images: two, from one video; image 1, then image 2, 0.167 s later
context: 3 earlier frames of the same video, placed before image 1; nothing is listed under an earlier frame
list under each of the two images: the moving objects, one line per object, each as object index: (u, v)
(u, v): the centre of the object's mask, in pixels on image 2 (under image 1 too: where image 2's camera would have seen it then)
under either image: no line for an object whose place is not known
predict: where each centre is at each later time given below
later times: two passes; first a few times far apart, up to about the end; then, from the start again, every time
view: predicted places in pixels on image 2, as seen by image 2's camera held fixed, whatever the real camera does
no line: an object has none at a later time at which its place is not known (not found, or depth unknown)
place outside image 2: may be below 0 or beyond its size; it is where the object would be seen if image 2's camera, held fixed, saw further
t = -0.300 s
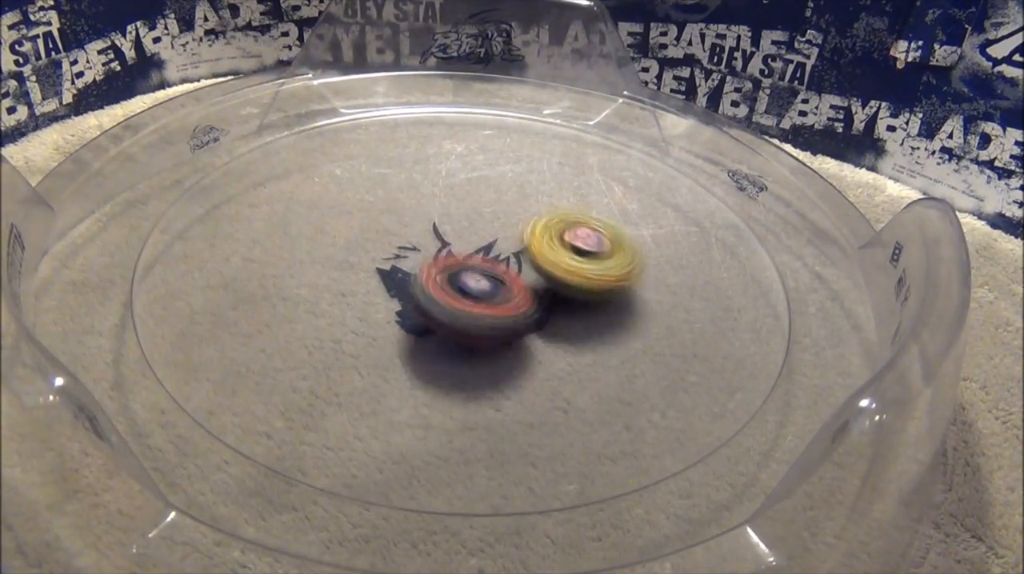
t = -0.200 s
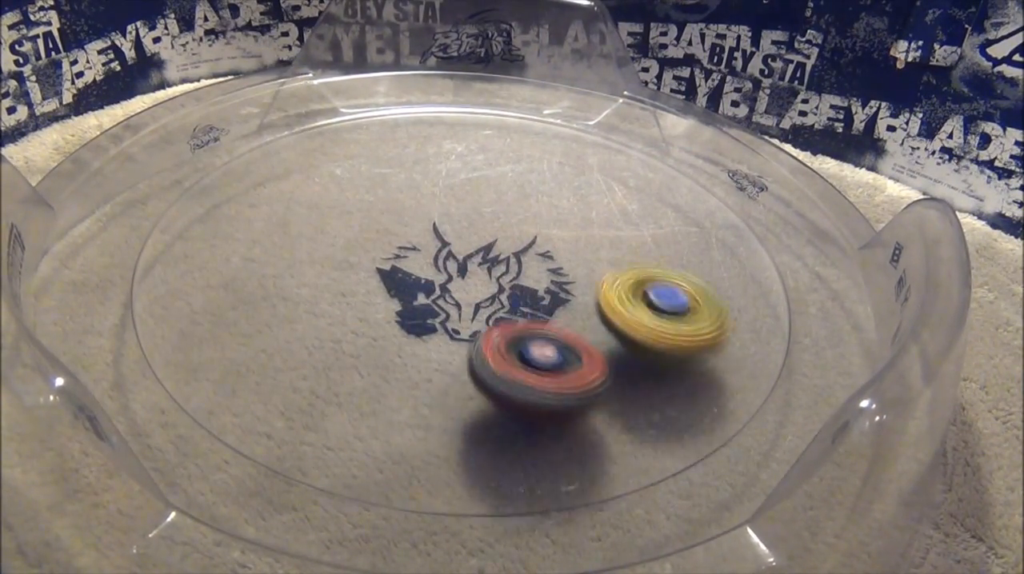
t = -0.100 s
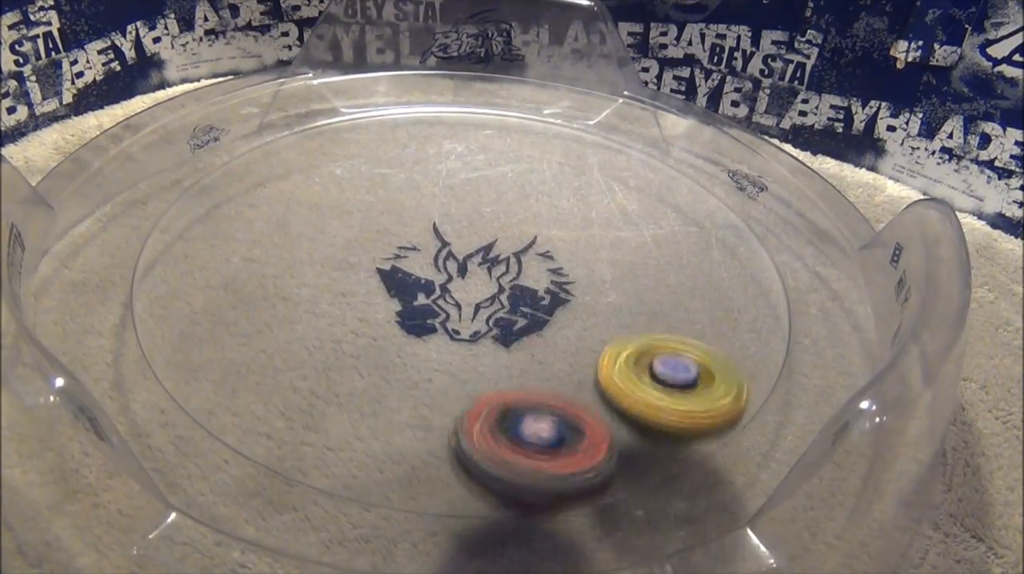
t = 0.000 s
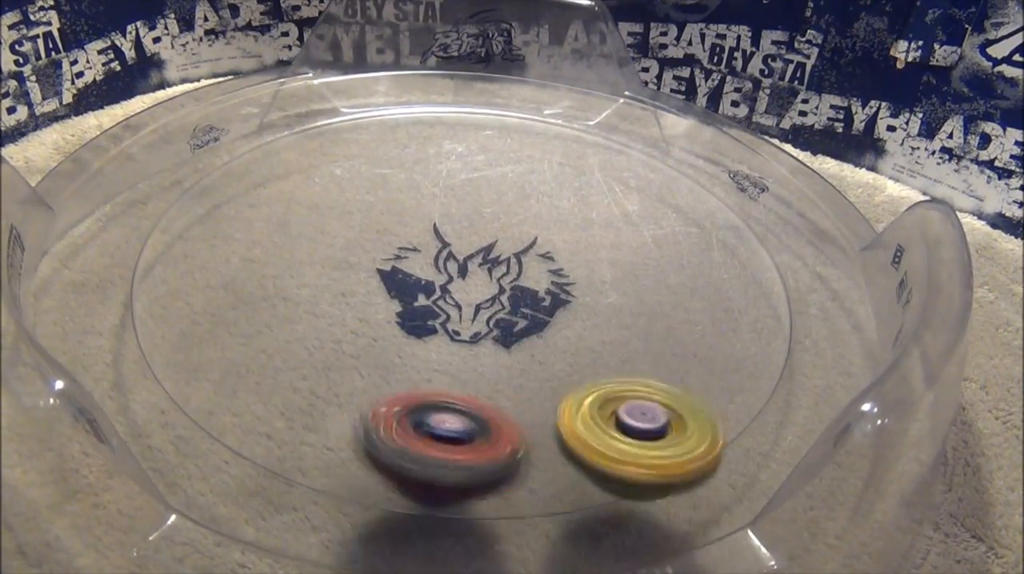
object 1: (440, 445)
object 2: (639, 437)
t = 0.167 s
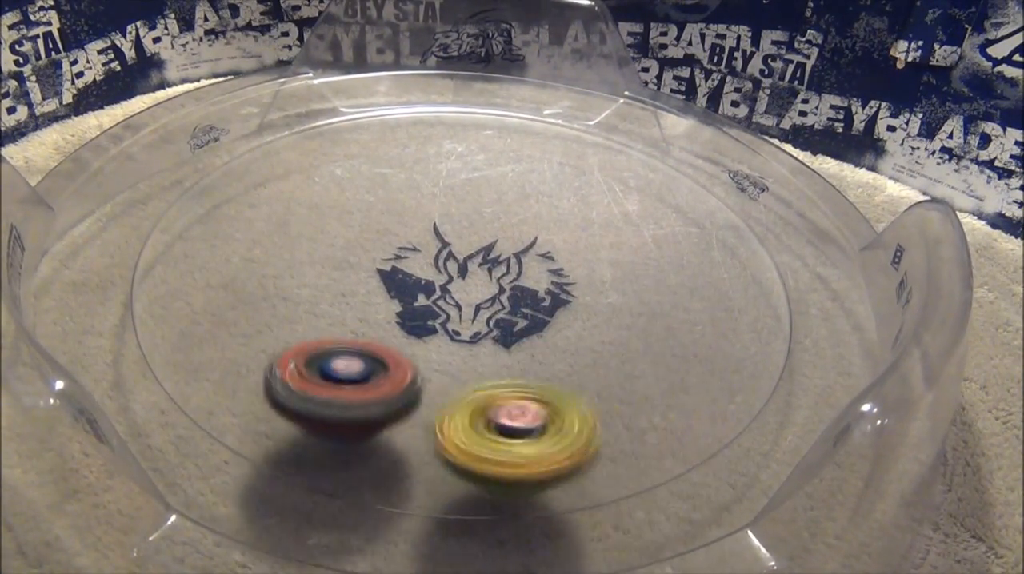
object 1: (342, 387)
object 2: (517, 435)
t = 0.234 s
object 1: (295, 328)
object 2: (524, 425)
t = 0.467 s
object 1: (255, 120)
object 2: (670, 395)
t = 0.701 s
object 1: (370, 119)
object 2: (660, 341)
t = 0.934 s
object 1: (469, 212)
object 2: (590, 251)
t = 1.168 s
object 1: (263, 239)
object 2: (733, 193)
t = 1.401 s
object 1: (311, 256)
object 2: (630, 231)
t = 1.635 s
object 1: (440, 293)
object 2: (445, 187)
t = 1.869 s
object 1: (561, 342)
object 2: (455, 117)
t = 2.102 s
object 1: (599, 340)
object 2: (512, 220)
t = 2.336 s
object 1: (560, 305)
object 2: (317, 316)
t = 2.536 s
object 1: (532, 241)
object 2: (180, 253)
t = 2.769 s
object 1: (493, 180)
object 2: (297, 247)
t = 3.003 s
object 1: (449, 194)
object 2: (507, 280)
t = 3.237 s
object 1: (370, 243)
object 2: (632, 338)
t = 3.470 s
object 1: (309, 297)
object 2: (580, 332)
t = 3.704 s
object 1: (380, 337)
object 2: (519, 306)
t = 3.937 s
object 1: (432, 406)
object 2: (557, 191)
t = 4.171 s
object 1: (509, 351)
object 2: (537, 199)
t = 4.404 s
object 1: (634, 251)
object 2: (484, 231)
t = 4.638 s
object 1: (614, 181)
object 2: (465, 254)
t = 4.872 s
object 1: (483, 177)
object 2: (469, 271)
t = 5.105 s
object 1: (329, 180)
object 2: (485, 284)
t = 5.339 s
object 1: (260, 241)
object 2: (502, 284)
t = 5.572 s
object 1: (339, 350)
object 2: (505, 274)
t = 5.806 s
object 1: (529, 398)
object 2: (492, 267)
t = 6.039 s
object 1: (698, 350)
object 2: (474, 265)
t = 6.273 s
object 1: (717, 250)
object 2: (460, 272)
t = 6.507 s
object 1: (596, 182)
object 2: (459, 282)
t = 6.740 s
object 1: (428, 163)
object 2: (471, 292)
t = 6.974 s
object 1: (266, 192)
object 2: (489, 291)
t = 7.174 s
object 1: (225, 251)
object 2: (497, 281)
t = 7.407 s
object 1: (336, 301)
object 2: (490, 269)
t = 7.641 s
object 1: (483, 347)
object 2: (487, 245)
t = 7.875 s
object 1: (598, 322)
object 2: (474, 250)
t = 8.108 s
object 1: (588, 251)
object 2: (470, 265)
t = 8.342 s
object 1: (519, 192)
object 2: (449, 292)
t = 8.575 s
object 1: (411, 214)
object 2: (468, 293)
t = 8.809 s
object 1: (316, 283)
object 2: (490, 285)
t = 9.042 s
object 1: (322, 326)
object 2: (490, 266)
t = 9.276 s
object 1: (464, 320)
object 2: (472, 252)
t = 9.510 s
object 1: (586, 300)
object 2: (449, 226)
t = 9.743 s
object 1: (587, 246)
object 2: (453, 246)
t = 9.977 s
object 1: (545, 223)
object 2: (453, 302)
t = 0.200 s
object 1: (346, 372)
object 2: (486, 425)
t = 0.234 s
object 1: (295, 328)
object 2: (524, 425)
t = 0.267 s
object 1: (258, 283)
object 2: (563, 424)
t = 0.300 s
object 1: (234, 242)
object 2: (590, 420)
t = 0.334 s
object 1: (224, 206)
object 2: (613, 418)
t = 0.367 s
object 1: (224, 177)
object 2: (633, 413)
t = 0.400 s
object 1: (230, 152)
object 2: (648, 406)
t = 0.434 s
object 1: (241, 133)
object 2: (660, 402)
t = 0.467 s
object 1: (255, 120)
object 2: (670, 395)
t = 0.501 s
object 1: (272, 111)
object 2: (675, 388)
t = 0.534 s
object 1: (290, 105)
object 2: (679, 381)
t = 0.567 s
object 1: (307, 102)
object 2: (680, 372)
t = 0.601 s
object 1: (323, 103)
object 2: (679, 366)
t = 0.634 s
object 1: (339, 106)
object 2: (676, 357)
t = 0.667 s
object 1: (355, 112)
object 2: (669, 349)
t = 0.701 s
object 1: (370, 119)
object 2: (660, 341)
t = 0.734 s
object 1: (385, 128)
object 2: (648, 330)
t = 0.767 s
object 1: (400, 140)
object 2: (637, 321)
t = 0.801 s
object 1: (414, 154)
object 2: (625, 309)
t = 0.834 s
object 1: (428, 166)
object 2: (614, 296)
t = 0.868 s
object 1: (443, 181)
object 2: (605, 283)
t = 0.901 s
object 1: (456, 197)
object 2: (596, 268)
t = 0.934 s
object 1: (469, 212)
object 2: (590, 251)
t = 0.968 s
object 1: (450, 221)
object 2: (611, 235)
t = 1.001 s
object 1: (404, 229)
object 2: (652, 221)
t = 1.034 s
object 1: (361, 230)
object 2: (683, 208)
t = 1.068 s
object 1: (324, 233)
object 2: (707, 200)
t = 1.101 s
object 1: (296, 235)
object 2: (726, 193)
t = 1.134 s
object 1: (275, 237)
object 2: (739, 189)
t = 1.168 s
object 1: (263, 239)
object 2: (733, 193)
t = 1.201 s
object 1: (258, 240)
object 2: (726, 197)
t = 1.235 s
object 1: (258, 242)
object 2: (716, 201)
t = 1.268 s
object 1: (262, 244)
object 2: (705, 205)
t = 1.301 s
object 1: (270, 247)
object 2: (690, 212)
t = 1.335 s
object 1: (281, 249)
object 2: (674, 218)
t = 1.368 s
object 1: (295, 253)
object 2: (654, 225)
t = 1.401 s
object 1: (311, 256)
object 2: (630, 231)
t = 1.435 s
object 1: (327, 260)
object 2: (600, 233)
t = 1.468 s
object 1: (346, 266)
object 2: (567, 233)
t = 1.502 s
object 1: (365, 270)
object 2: (539, 227)
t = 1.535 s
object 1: (385, 277)
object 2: (509, 220)
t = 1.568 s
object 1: (405, 281)
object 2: (484, 211)
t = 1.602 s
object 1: (423, 287)
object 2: (463, 200)
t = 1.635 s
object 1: (440, 293)
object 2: (445, 187)
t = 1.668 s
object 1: (457, 301)
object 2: (432, 175)
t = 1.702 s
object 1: (474, 309)
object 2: (423, 160)
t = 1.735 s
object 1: (492, 318)
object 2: (421, 148)
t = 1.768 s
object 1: (511, 327)
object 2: (422, 136)
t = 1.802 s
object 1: (528, 334)
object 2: (429, 126)
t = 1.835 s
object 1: (544, 342)
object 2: (440, 120)
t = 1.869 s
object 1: (561, 342)
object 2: (455, 117)
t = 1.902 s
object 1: (576, 347)
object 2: (469, 120)
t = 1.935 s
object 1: (585, 349)
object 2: (482, 127)
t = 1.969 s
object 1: (593, 356)
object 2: (495, 139)
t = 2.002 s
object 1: (598, 348)
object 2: (504, 155)
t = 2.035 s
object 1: (600, 345)
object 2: (511, 174)
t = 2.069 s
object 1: (600, 342)
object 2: (515, 195)
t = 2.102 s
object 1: (599, 340)
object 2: (512, 220)
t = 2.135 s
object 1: (596, 335)
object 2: (505, 243)
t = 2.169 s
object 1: (591, 330)
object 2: (488, 265)
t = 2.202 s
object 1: (586, 325)
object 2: (466, 287)
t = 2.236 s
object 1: (580, 319)
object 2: (435, 302)
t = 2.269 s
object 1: (573, 313)
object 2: (399, 312)
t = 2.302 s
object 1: (567, 306)
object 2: (360, 317)
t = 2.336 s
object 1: (560, 305)
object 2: (317, 316)
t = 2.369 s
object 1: (555, 293)
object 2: (276, 309)
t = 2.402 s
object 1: (550, 285)
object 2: (237, 298)
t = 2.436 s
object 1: (545, 275)
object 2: (208, 283)
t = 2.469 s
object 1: (540, 264)
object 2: (189, 271)
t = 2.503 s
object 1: (536, 252)
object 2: (180, 261)
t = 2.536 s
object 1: (532, 241)
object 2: (180, 253)
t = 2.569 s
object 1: (527, 228)
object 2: (186, 248)
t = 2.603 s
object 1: (522, 216)
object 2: (195, 246)
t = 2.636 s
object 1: (517, 207)
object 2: (210, 245)
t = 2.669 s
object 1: (512, 196)
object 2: (227, 244)
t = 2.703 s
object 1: (506, 189)
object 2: (248, 244)
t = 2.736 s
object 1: (499, 184)
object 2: (272, 245)
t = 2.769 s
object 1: (493, 180)
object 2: (297, 247)
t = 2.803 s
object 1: (486, 178)
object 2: (323, 250)
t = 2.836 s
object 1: (480, 178)
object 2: (351, 253)
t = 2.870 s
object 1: (474, 180)
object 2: (383, 255)
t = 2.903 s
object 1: (468, 181)
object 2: (416, 260)
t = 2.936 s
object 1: (463, 183)
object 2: (446, 265)
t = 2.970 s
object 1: (456, 187)
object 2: (476, 273)
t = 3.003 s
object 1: (449, 194)
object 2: (507, 280)
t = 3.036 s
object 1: (441, 201)
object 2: (535, 288)
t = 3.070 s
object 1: (432, 207)
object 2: (562, 298)
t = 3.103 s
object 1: (422, 214)
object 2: (586, 307)
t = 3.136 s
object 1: (410, 222)
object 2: (604, 317)
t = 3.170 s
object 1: (398, 228)
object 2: (619, 326)
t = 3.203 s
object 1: (384, 236)
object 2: (629, 333)
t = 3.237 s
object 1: (370, 243)
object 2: (632, 338)
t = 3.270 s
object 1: (356, 251)
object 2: (630, 342)
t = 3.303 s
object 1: (342, 258)
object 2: (626, 343)
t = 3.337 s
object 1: (331, 266)
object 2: (619, 343)
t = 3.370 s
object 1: (321, 273)
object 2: (612, 339)
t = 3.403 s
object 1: (314, 281)
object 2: (602, 339)
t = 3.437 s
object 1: (310, 289)
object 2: (592, 335)
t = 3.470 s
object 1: (309, 297)
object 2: (580, 332)
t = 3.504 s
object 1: (312, 303)
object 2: (570, 328)
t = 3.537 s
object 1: (317, 309)
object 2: (558, 324)
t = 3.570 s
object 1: (325, 315)
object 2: (548, 320)
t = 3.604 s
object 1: (335, 321)
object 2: (539, 316)
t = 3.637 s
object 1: (348, 326)
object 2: (531, 313)
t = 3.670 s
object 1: (363, 334)
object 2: (524, 310)
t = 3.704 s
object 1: (380, 337)
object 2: (519, 306)
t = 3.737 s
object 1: (402, 342)
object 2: (513, 302)
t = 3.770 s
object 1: (420, 345)
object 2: (511, 295)
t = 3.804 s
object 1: (415, 360)
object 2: (525, 269)
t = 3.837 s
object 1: (412, 386)
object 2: (539, 245)
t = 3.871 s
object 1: (414, 396)
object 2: (548, 222)
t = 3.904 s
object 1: (422, 402)
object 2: (553, 205)
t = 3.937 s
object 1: (432, 406)
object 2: (557, 191)
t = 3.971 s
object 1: (443, 406)
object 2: (556, 184)
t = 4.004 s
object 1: (453, 402)
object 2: (554, 180)
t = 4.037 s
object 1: (463, 395)
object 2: (552, 182)
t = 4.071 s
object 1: (473, 386)
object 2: (549, 184)
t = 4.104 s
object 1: (484, 376)
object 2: (546, 188)
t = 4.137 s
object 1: (495, 364)
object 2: (542, 193)
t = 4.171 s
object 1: (509, 351)
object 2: (537, 199)
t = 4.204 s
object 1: (527, 336)
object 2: (533, 204)
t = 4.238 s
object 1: (543, 321)
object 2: (527, 211)
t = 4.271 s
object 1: (559, 306)
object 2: (522, 218)
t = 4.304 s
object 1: (577, 289)
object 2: (518, 224)
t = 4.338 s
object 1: (598, 276)
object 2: (508, 228)
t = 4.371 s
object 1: (619, 262)
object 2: (495, 228)
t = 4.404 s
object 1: (634, 251)
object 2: (484, 231)
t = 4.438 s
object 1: (643, 236)
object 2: (477, 234)
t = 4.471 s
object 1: (647, 223)
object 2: (472, 238)
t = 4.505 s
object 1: (647, 211)
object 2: (469, 242)
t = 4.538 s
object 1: (643, 201)
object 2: (467, 245)
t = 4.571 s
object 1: (635, 193)
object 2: (465, 248)
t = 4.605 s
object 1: (626, 186)
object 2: (465, 250)
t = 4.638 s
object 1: (614, 181)
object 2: (465, 254)
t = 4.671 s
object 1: (600, 179)
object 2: (465, 256)
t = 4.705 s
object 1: (584, 177)
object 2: (465, 258)
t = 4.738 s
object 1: (567, 176)
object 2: (465, 262)
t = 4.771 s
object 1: (548, 176)
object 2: (466, 264)
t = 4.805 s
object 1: (528, 176)
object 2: (467, 266)
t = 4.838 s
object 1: (505, 176)
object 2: (468, 269)
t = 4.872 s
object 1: (483, 177)
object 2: (469, 271)
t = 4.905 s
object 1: (460, 177)
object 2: (470, 273)
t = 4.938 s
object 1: (437, 177)
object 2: (471, 276)
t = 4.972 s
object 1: (414, 178)
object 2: (474, 278)
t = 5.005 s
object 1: (391, 176)
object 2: (477, 280)
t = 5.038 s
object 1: (370, 176)
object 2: (480, 282)
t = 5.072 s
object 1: (347, 178)
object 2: (482, 283)
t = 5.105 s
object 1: (329, 180)
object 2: (485, 284)
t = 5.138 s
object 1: (310, 184)
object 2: (487, 285)
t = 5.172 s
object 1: (296, 190)
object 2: (491, 286)
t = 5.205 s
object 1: (282, 197)
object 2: (494, 286)
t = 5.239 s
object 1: (272, 206)
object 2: (497, 286)
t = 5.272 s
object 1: (264, 216)
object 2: (499, 285)
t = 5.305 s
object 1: (261, 228)
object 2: (501, 285)
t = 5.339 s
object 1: (260, 241)
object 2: (502, 284)
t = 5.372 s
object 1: (263, 254)
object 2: (503, 283)
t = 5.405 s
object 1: (268, 269)
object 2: (504, 282)
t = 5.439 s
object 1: (277, 285)
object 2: (505, 280)
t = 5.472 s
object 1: (287, 302)
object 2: (506, 279)
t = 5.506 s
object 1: (302, 319)
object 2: (506, 277)
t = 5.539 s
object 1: (319, 336)
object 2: (506, 276)
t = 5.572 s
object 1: (339, 350)
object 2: (505, 274)
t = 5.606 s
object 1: (362, 359)
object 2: (504, 273)
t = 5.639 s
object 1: (385, 378)
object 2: (503, 271)
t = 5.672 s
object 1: (410, 388)
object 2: (501, 270)
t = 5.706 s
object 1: (438, 396)
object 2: (499, 269)
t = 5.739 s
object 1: (470, 394)
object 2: (497, 267)
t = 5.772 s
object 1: (500, 397)
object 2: (494, 267)
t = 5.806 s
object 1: (529, 398)
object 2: (492, 267)
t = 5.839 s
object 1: (559, 397)
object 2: (490, 266)
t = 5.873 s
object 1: (587, 394)
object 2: (488, 266)
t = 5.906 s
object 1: (613, 389)
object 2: (485, 265)
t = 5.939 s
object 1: (639, 382)
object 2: (482, 265)
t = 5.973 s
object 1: (660, 374)
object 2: (479, 265)
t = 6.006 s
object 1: (680, 363)
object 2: (477, 265)
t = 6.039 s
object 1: (698, 350)
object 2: (474, 265)
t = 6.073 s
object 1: (710, 338)
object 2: (471, 265)
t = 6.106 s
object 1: (721, 323)
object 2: (469, 266)
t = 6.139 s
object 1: (727, 308)
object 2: (467, 267)
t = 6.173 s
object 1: (731, 294)
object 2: (465, 268)
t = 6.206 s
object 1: (730, 280)
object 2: (463, 269)
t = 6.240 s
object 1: (725, 265)
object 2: (462, 271)
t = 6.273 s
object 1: (717, 250)
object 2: (460, 272)
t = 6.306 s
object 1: (706, 237)
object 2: (459, 273)
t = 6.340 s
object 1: (693, 225)
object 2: (459, 275)
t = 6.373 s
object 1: (677, 215)
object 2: (459, 276)
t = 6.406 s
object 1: (659, 205)
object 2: (459, 277)
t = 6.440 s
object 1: (638, 196)
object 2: (459, 279)
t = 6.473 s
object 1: (617, 189)
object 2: (459, 281)
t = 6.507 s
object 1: (596, 182)
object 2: (459, 282)
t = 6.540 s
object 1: (573, 176)
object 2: (460, 284)
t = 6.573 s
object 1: (549, 171)
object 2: (461, 285)
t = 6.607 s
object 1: (526, 169)
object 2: (463, 287)
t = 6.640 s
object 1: (501, 166)
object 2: (465, 288)
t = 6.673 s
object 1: (476, 165)
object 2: (467, 289)
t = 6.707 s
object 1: (452, 165)
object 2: (469, 290)
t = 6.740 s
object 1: (428, 163)
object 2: (471, 292)
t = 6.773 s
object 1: (401, 164)
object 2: (474, 292)
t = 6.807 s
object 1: (377, 164)
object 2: (476, 292)
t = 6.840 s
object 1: (352, 170)
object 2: (479, 293)
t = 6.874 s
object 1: (330, 172)
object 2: (482, 293)
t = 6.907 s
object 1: (305, 177)
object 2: (484, 292)
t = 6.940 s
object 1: (284, 184)
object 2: (486, 292)
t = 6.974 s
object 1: (266, 192)
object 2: (489, 291)
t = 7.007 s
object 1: (250, 200)
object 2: (491, 290)
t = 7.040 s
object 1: (238, 210)
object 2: (493, 289)
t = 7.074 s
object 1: (229, 221)
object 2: (494, 287)
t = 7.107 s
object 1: (223, 231)
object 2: (495, 285)
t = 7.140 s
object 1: (222, 241)
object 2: (496, 284)
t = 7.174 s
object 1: (225, 251)
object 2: (497, 281)
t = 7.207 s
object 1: (230, 259)
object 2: (497, 280)
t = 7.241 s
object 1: (241, 267)
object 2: (496, 277)
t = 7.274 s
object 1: (254, 273)
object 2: (495, 275)
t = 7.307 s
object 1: (270, 279)
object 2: (494, 274)
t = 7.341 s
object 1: (291, 287)
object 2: (493, 272)
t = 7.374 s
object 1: (312, 292)
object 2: (492, 271)
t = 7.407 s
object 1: (336, 301)
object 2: (490, 269)
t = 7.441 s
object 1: (359, 307)
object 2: (489, 269)
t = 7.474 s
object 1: (384, 314)
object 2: (487, 268)
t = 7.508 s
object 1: (407, 322)
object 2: (486, 266)
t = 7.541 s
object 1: (426, 324)
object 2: (488, 259)
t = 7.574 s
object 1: (443, 336)
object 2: (490, 252)
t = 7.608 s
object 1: (463, 343)
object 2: (490, 247)
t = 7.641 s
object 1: (483, 347)
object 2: (487, 245)
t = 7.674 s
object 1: (503, 349)
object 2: (484, 244)
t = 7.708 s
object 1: (523, 350)
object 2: (482, 244)
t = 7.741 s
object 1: (542, 348)
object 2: (480, 245)
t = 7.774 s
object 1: (558, 343)
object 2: (478, 246)
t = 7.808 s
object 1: (574, 338)
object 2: (477, 247)
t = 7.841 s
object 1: (587, 331)
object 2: (475, 249)
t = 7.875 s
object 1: (598, 322)
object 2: (474, 250)
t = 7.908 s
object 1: (605, 314)
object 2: (473, 252)
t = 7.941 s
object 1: (609, 304)
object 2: (472, 254)
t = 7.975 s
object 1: (610, 295)
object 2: (471, 257)
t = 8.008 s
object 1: (609, 284)
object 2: (471, 258)
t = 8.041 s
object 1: (604, 273)
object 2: (470, 261)
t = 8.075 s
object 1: (597, 262)
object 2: (471, 262)
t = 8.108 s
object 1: (588, 251)
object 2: (470, 265)
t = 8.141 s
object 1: (578, 244)
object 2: (471, 267)
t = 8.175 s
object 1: (576, 224)
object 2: (459, 275)
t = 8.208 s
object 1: (570, 212)
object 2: (449, 280)
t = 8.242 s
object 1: (559, 204)
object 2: (445, 285)
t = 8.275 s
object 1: (547, 198)
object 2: (445, 289)
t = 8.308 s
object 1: (532, 194)
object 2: (446, 290)
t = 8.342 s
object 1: (519, 192)
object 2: (449, 292)
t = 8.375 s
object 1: (505, 191)
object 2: (450, 293)
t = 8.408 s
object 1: (488, 194)
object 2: (453, 293)
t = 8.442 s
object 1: (473, 194)
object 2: (456, 293)
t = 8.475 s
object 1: (457, 198)
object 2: (460, 294)
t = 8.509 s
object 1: (442, 203)
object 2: (462, 294)
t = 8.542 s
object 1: (426, 207)
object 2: (465, 293)
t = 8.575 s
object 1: (411, 214)
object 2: (468, 293)
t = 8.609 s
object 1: (398, 222)
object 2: (471, 293)
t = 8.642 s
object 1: (386, 233)
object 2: (474, 292)
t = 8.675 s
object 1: (370, 245)
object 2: (481, 292)
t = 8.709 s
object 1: (354, 254)
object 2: (485, 290)
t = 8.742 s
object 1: (338, 264)
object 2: (488, 289)
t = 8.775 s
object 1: (326, 274)
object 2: (490, 287)
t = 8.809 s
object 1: (316, 283)
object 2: (490, 285)
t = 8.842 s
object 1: (309, 293)
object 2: (492, 281)
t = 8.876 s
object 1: (304, 302)
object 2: (493, 279)
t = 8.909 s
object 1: (301, 307)
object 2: (493, 276)
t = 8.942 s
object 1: (301, 311)
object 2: (493, 273)
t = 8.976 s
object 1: (304, 317)
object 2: (493, 270)
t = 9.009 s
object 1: (309, 319)
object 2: (492, 268)
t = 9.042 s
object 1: (322, 326)
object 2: (490, 266)
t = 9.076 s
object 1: (334, 329)
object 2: (488, 264)
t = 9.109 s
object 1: (354, 327)
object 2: (486, 262)
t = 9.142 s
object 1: (370, 326)
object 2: (484, 260)
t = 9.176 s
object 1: (390, 327)
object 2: (481, 258)
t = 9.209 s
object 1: (413, 327)
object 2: (478, 258)
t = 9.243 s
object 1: (436, 323)
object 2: (475, 256)
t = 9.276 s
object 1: (464, 320)
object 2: (472, 252)
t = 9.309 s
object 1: (494, 330)
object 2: (468, 241)
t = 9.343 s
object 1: (520, 333)
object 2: (463, 232)
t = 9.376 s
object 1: (543, 332)
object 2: (459, 226)
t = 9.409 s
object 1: (556, 328)
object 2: (454, 222)
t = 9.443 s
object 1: (566, 321)
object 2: (452, 222)
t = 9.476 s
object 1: (578, 311)
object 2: (450, 224)
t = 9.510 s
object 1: (586, 300)
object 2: (449, 226)
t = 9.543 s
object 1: (590, 290)
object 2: (449, 228)
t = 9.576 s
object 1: (592, 279)
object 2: (449, 230)
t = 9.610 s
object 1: (596, 271)
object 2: (450, 233)
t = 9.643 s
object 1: (595, 264)
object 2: (451, 236)
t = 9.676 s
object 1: (593, 255)
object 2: (451, 238)
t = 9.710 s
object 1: (591, 251)
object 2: (452, 241)
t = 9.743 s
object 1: (587, 246)
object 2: (453, 246)
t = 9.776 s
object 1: (584, 241)
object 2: (455, 251)
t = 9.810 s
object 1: (577, 239)
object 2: (456, 255)
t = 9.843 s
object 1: (569, 237)
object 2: (458, 262)
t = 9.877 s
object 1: (562, 234)
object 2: (461, 268)
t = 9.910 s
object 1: (557, 230)
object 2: (458, 278)
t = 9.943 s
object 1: (553, 225)
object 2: (454, 291)
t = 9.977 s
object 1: (545, 223)
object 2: (453, 302)
